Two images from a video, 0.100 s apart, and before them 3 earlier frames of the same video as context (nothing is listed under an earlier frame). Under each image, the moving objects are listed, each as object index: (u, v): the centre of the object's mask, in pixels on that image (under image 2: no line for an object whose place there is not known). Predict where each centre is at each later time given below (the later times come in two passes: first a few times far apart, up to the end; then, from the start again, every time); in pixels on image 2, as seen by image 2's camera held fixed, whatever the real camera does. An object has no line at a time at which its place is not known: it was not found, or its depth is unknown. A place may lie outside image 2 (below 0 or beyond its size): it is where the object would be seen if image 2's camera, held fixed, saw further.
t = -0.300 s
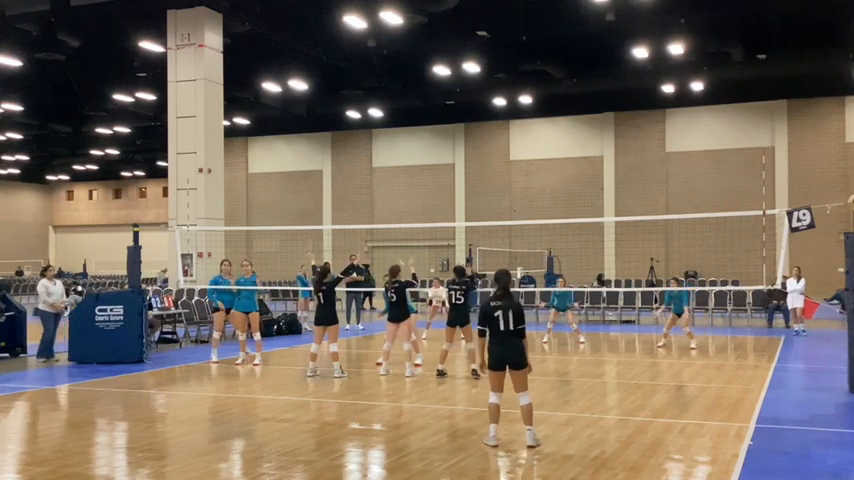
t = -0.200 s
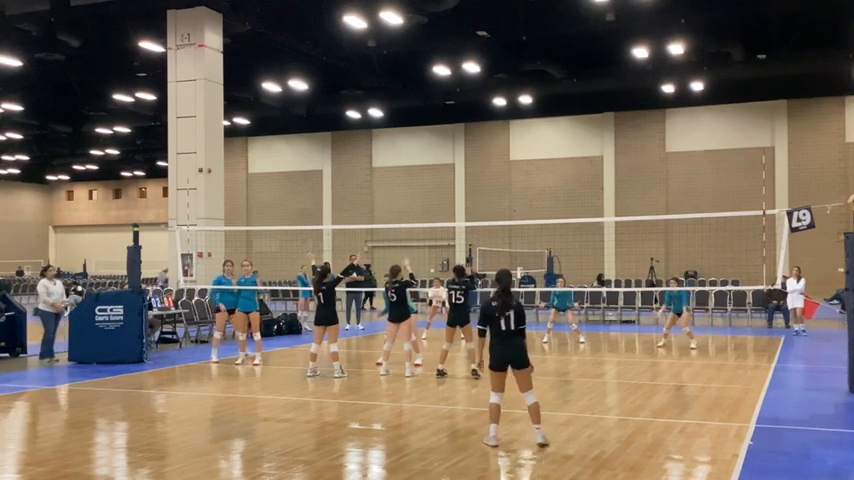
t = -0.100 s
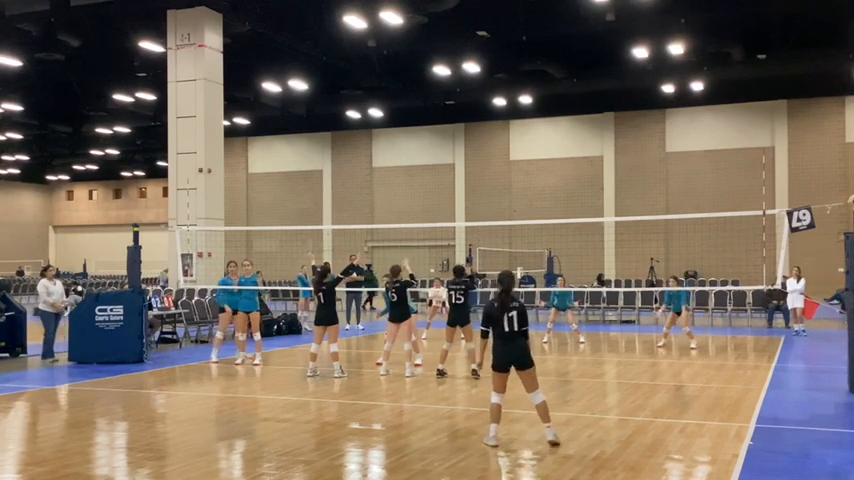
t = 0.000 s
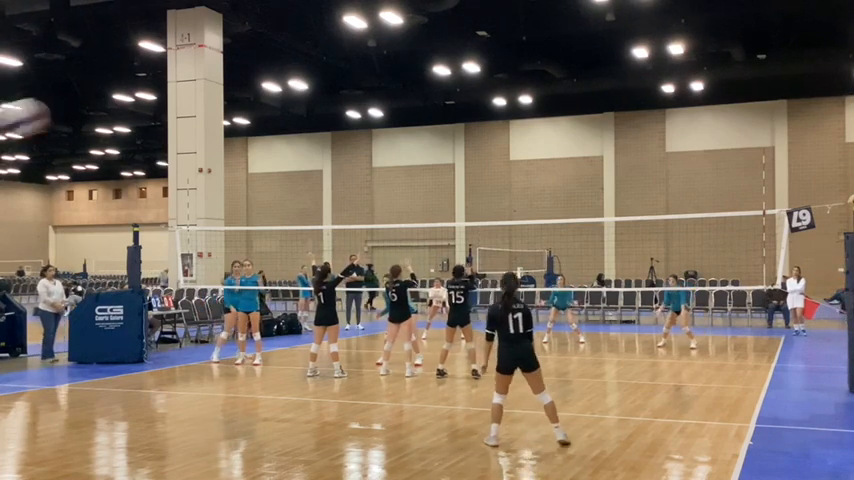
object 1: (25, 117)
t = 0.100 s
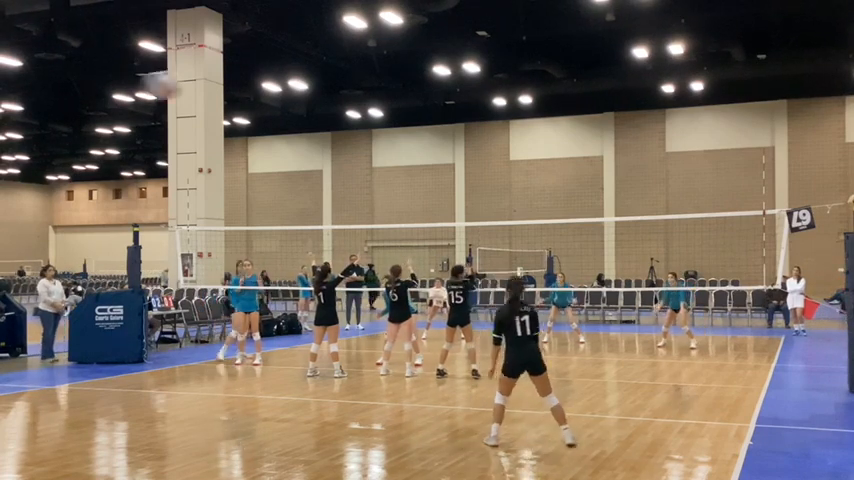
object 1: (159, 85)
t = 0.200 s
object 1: (255, 78)
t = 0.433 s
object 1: (385, 105)
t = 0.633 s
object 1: (446, 149)
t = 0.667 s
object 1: (453, 158)
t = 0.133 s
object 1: (201, 86)
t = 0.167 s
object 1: (232, 78)
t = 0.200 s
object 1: (255, 78)
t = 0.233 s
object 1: (281, 78)
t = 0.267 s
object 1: (303, 82)
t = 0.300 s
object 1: (323, 85)
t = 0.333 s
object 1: (340, 89)
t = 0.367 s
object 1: (356, 94)
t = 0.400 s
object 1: (371, 99)
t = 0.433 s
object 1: (385, 105)
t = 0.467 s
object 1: (397, 112)
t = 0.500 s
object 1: (408, 118)
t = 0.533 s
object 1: (418, 125)
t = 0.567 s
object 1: (427, 132)
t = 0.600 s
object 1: (437, 141)
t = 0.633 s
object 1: (446, 149)
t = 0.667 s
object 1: (453, 158)
